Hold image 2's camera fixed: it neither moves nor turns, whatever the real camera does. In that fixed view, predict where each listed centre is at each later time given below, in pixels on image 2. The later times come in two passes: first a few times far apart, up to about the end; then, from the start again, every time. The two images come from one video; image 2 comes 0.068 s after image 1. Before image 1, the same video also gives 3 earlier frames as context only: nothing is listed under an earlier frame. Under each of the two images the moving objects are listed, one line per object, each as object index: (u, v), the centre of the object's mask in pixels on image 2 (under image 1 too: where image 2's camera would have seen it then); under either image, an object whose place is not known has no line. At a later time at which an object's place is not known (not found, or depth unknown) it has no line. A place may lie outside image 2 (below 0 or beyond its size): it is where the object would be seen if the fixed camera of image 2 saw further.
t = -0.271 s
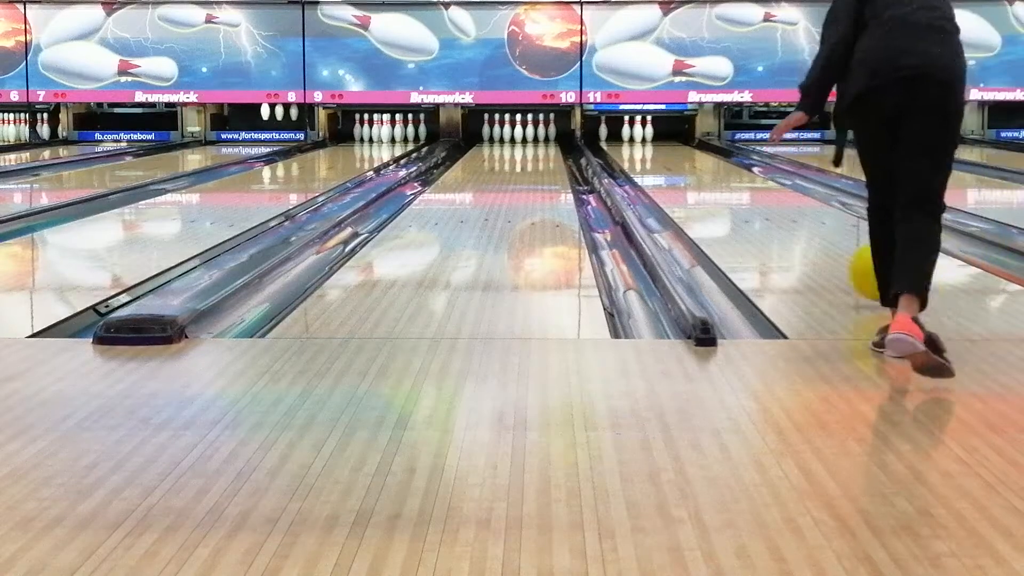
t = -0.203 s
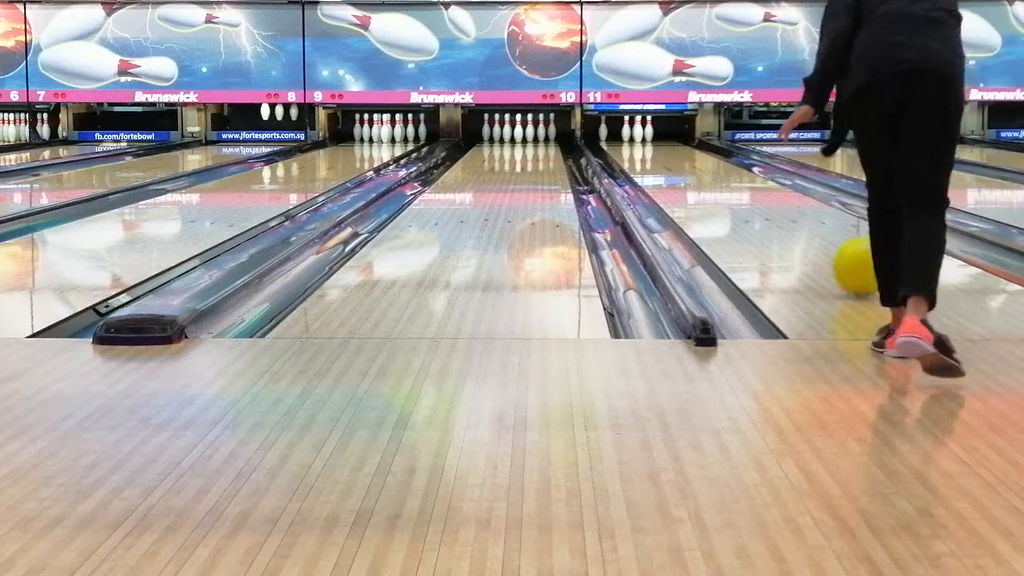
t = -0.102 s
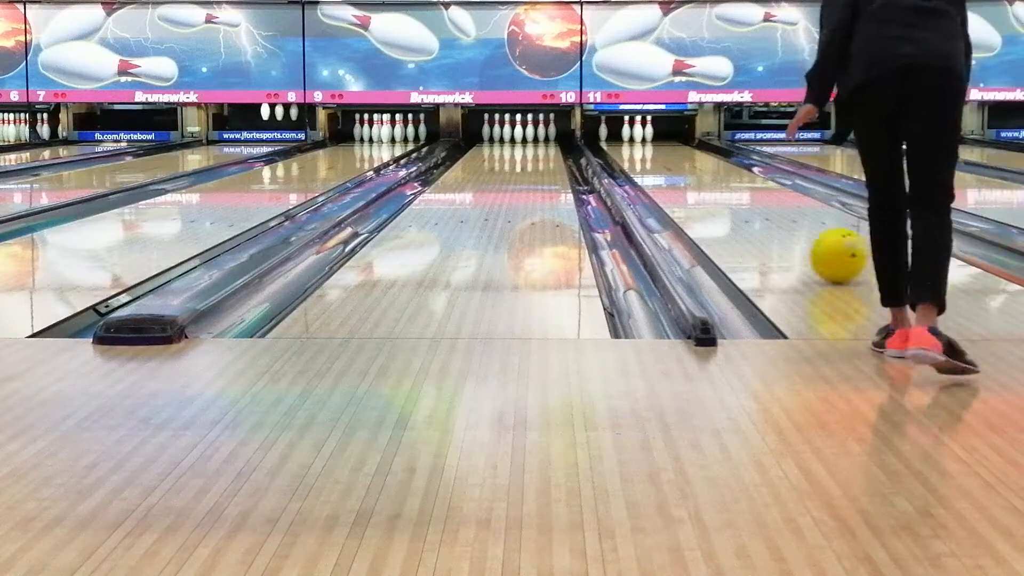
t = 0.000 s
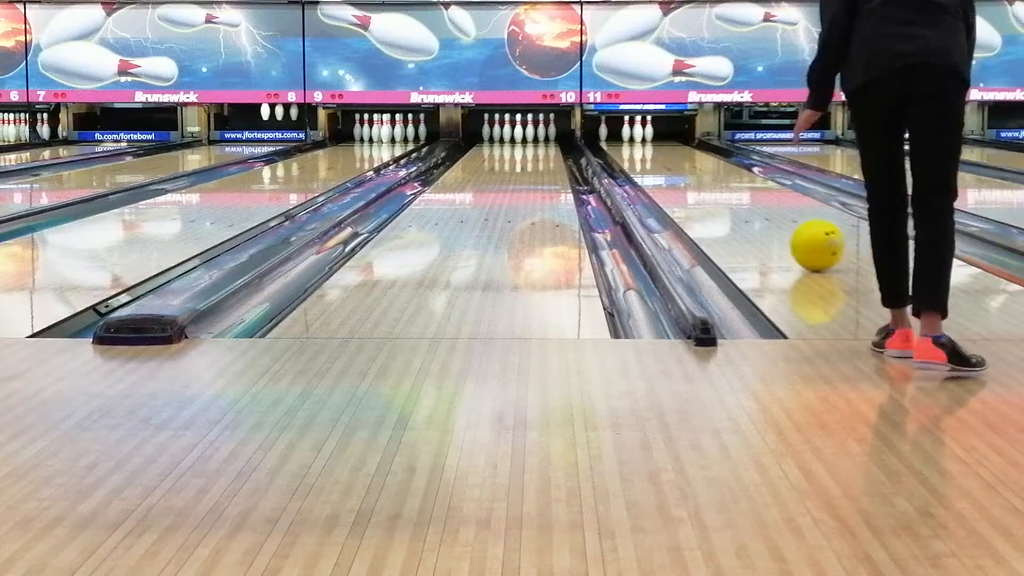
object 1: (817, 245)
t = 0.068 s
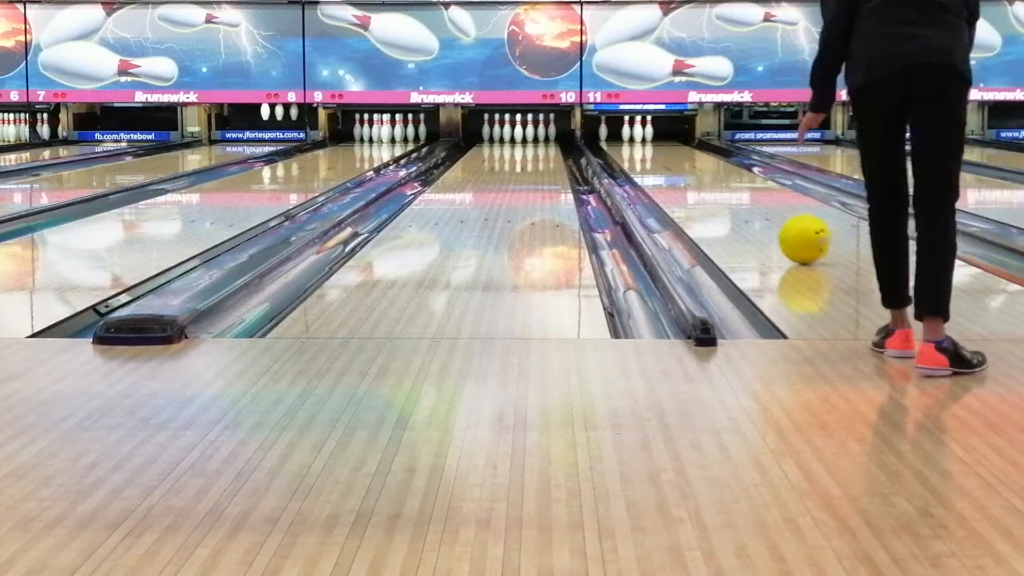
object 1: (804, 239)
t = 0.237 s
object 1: (777, 225)
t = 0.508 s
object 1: (742, 208)
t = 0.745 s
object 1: (718, 196)
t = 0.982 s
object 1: (699, 187)
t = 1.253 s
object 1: (681, 178)
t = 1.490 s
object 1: (668, 171)
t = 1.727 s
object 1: (656, 165)
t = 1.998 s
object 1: (645, 161)
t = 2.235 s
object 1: (637, 157)
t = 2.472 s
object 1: (630, 153)
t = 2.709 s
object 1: (623, 150)
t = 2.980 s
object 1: (618, 147)
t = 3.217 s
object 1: (613, 146)
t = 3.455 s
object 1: (608, 144)
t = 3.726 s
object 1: (599, 145)
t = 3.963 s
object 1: (595, 145)
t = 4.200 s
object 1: (594, 143)
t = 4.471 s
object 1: (592, 142)
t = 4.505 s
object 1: (592, 142)
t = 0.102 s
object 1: (798, 236)
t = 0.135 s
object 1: (793, 233)
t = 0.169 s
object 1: (787, 230)
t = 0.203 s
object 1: (782, 228)
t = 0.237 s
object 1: (777, 225)
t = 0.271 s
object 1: (772, 222)
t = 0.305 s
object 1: (767, 220)
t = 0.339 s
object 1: (763, 218)
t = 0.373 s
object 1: (758, 216)
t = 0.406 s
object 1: (754, 214)
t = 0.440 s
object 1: (750, 212)
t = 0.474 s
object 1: (746, 210)
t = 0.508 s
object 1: (742, 208)
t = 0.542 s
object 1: (738, 206)
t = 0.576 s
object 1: (735, 204)
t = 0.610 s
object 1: (731, 202)
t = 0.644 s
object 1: (728, 201)
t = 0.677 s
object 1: (724, 199)
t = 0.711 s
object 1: (721, 198)
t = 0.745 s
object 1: (718, 196)
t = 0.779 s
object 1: (715, 195)
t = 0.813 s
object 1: (713, 193)
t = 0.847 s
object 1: (710, 192)
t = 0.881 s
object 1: (707, 190)
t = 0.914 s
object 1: (704, 189)
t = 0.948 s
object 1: (702, 188)
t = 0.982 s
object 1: (699, 187)
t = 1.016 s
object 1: (697, 185)
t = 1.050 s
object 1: (694, 184)
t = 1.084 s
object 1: (692, 183)
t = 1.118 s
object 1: (689, 182)
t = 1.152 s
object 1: (687, 181)
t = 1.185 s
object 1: (685, 180)
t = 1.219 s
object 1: (683, 179)
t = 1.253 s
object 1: (681, 178)
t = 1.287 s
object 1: (679, 177)
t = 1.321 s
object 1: (677, 176)
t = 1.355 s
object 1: (675, 175)
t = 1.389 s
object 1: (673, 174)
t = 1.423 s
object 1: (671, 173)
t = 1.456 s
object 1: (669, 172)
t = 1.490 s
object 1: (668, 171)
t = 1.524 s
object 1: (666, 170)
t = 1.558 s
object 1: (665, 169)
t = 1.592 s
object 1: (663, 168)
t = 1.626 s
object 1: (661, 167)
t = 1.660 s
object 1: (660, 167)
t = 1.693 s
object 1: (658, 166)
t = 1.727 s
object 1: (656, 165)
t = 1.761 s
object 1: (655, 165)
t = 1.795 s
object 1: (653, 164)
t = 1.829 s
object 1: (652, 164)
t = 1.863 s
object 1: (651, 163)
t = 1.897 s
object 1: (649, 163)
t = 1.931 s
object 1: (648, 162)
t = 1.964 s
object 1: (647, 161)
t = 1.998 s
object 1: (645, 161)
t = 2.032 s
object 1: (644, 160)
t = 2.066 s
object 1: (643, 160)
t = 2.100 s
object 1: (642, 159)
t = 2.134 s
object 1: (641, 159)
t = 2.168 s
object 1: (639, 158)
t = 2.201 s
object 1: (638, 158)
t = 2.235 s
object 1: (637, 157)
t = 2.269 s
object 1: (636, 156)
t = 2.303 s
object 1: (634, 156)
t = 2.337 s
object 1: (634, 155)
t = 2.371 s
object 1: (633, 154)
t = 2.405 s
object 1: (632, 154)
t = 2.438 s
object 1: (631, 153)
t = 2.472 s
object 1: (630, 153)
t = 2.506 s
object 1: (629, 153)
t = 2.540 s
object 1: (628, 152)
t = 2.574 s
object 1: (627, 152)
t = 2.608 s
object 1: (626, 151)
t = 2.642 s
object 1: (625, 151)
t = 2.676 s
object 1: (624, 151)
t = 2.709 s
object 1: (623, 150)
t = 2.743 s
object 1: (623, 150)
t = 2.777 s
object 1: (622, 150)
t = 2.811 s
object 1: (621, 149)
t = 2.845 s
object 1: (620, 149)
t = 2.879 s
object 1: (620, 148)
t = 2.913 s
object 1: (619, 148)
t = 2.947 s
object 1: (618, 148)
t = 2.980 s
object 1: (618, 147)
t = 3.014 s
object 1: (617, 147)
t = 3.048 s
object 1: (616, 147)
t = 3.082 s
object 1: (616, 147)
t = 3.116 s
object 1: (615, 146)
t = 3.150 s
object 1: (614, 146)
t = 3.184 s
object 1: (614, 146)
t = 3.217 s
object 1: (613, 146)
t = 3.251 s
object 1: (612, 145)
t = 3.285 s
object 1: (612, 145)
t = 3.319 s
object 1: (611, 145)
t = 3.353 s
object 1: (611, 145)
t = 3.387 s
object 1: (610, 144)
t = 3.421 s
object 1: (609, 144)
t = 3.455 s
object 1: (608, 144)
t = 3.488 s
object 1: (608, 143)
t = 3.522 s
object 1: (607, 143)
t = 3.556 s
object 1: (606, 143)
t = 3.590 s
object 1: (605, 143)
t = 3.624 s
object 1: (604, 143)
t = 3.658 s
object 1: (602, 144)
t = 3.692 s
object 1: (601, 144)
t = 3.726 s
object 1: (599, 145)
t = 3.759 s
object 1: (597, 146)
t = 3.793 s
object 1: (596, 146)
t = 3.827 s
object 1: (597, 144)
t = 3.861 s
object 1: (598, 144)
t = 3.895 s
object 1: (597, 144)
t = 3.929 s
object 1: (596, 145)
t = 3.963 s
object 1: (595, 145)
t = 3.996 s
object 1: (595, 144)
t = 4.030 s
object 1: (595, 144)
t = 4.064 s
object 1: (595, 144)
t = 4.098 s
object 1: (595, 144)
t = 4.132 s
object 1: (595, 144)
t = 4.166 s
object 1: (595, 144)
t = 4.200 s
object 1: (594, 143)
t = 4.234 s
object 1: (594, 143)
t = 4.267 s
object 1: (594, 143)
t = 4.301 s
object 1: (594, 143)
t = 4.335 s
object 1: (594, 142)
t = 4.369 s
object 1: (594, 142)
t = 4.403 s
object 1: (593, 142)
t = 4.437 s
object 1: (593, 142)
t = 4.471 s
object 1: (592, 142)
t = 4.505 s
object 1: (592, 142)
